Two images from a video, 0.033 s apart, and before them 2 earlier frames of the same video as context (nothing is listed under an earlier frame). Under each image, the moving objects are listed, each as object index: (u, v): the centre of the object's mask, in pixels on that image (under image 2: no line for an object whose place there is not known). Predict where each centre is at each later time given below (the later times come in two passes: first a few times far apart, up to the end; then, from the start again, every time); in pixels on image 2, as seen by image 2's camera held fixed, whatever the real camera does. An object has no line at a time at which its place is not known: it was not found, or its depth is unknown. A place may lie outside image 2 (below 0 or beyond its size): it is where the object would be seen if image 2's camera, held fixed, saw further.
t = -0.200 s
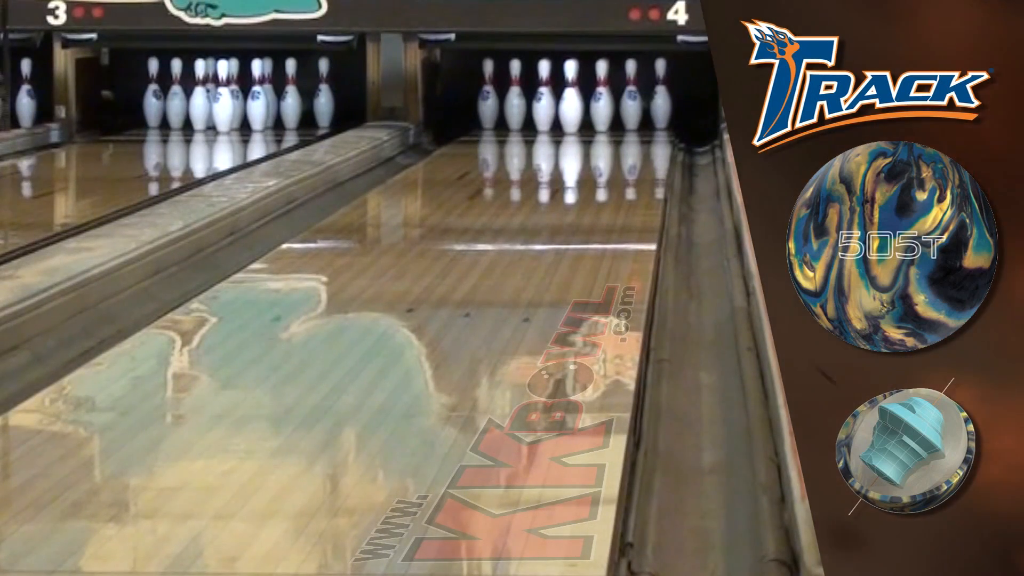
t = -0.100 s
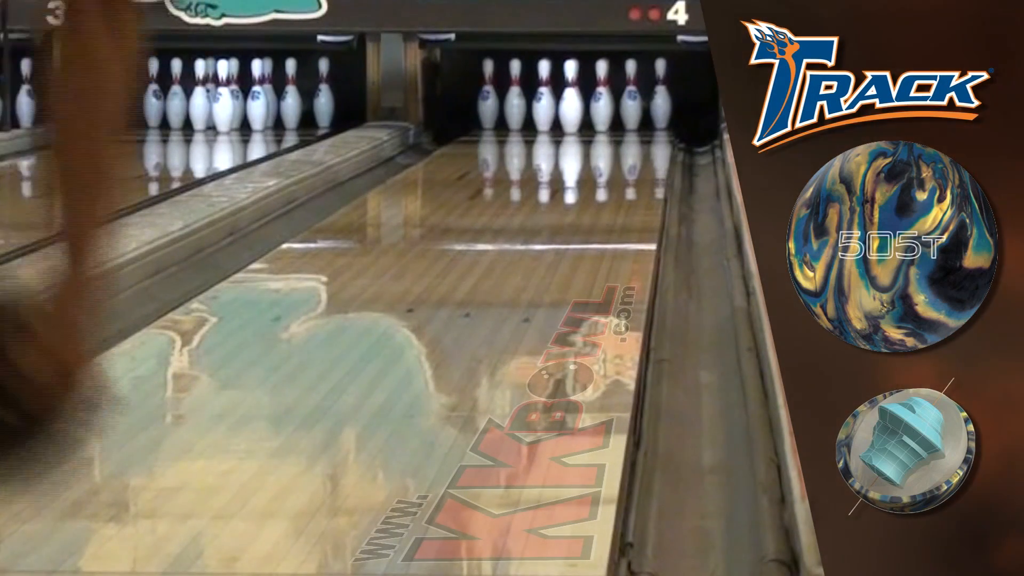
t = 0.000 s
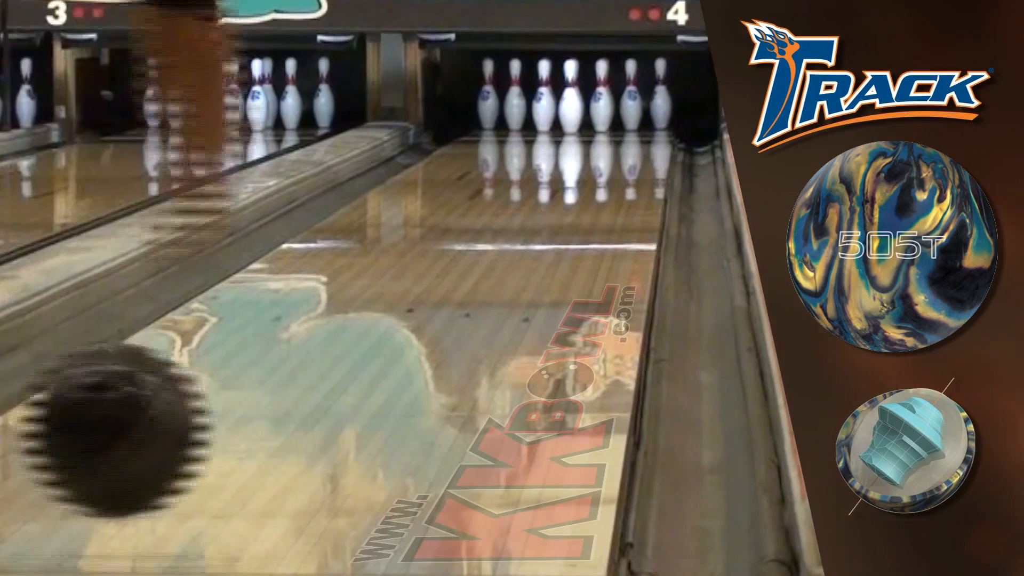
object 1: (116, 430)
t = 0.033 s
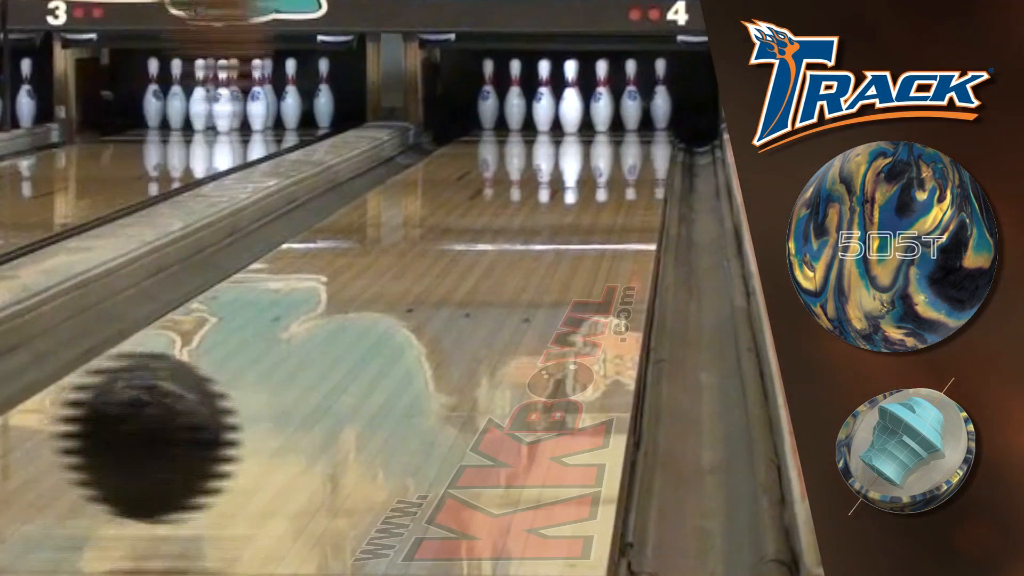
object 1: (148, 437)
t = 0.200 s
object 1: (280, 377)
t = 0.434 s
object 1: (399, 301)
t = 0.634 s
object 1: (468, 257)
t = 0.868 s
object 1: (523, 220)
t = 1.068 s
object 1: (559, 196)
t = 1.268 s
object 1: (586, 175)
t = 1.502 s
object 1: (608, 157)
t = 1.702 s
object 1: (618, 146)
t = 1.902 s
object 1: (621, 136)
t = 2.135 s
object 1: (612, 126)
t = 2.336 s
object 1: (596, 118)
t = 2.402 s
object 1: (588, 116)
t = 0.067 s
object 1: (179, 440)
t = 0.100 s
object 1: (207, 420)
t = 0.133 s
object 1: (234, 405)
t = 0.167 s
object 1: (257, 391)
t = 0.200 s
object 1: (280, 377)
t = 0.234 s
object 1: (301, 364)
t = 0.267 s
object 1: (320, 352)
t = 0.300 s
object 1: (337, 341)
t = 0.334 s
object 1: (355, 329)
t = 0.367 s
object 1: (370, 320)
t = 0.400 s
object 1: (386, 310)
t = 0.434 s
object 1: (399, 301)
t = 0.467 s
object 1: (413, 292)
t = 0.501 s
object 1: (425, 284)
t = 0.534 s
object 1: (435, 278)
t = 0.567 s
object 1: (448, 270)
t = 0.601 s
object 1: (458, 264)
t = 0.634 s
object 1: (468, 257)
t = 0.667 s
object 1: (477, 252)
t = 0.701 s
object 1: (485, 247)
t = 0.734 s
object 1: (494, 241)
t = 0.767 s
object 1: (503, 235)
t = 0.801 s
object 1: (510, 230)
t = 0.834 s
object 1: (517, 226)
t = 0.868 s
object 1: (523, 220)
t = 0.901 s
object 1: (530, 216)
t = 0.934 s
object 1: (535, 211)
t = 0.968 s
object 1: (543, 207)
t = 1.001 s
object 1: (548, 203)
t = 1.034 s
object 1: (553, 200)
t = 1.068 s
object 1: (559, 196)
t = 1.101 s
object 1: (563, 192)
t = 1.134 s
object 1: (569, 189)
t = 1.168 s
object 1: (573, 185)
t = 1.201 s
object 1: (577, 182)
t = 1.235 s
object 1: (582, 179)
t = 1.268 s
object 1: (586, 175)
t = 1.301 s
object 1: (589, 172)
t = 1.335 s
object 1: (593, 170)
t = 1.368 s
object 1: (595, 167)
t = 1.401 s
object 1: (599, 164)
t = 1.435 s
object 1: (602, 162)
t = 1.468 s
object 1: (605, 160)
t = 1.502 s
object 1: (608, 157)
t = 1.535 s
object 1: (610, 155)
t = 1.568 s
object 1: (613, 153)
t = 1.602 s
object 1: (615, 151)
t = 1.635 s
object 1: (616, 150)
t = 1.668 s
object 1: (617, 148)
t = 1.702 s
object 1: (618, 146)
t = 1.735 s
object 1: (620, 144)
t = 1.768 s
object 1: (620, 142)
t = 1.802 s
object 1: (621, 141)
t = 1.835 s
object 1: (621, 139)
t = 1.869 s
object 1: (621, 137)
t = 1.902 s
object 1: (621, 136)
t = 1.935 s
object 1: (620, 134)
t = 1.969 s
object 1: (619, 133)
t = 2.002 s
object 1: (618, 131)
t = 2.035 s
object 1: (617, 130)
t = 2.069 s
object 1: (616, 128)
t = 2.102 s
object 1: (614, 127)
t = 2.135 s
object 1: (612, 126)
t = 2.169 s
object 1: (611, 125)
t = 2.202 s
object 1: (609, 124)
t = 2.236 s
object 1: (605, 123)
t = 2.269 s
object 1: (603, 121)
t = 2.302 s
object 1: (597, 120)
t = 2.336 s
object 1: (596, 118)
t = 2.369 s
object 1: (592, 117)
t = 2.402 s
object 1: (588, 116)
